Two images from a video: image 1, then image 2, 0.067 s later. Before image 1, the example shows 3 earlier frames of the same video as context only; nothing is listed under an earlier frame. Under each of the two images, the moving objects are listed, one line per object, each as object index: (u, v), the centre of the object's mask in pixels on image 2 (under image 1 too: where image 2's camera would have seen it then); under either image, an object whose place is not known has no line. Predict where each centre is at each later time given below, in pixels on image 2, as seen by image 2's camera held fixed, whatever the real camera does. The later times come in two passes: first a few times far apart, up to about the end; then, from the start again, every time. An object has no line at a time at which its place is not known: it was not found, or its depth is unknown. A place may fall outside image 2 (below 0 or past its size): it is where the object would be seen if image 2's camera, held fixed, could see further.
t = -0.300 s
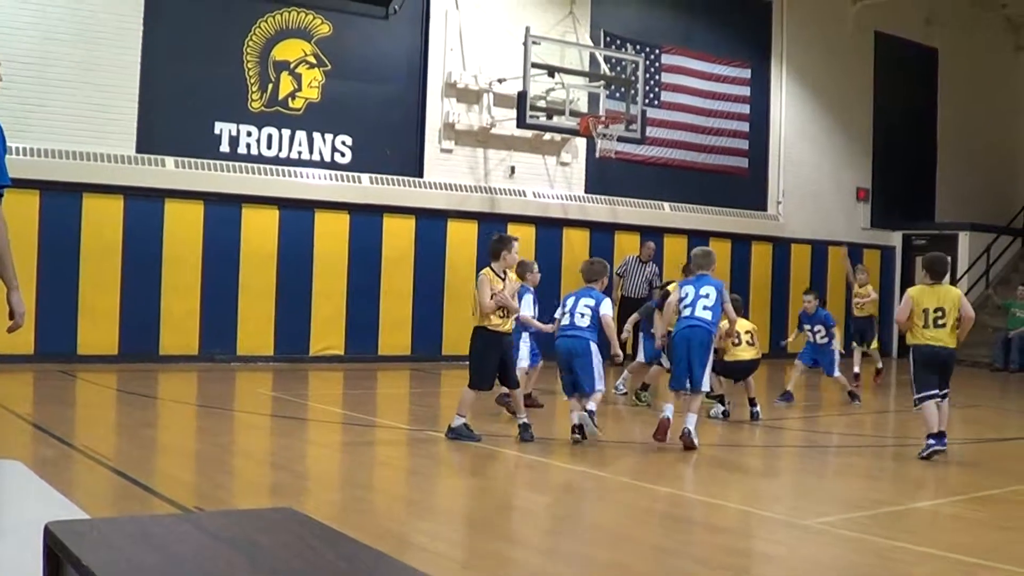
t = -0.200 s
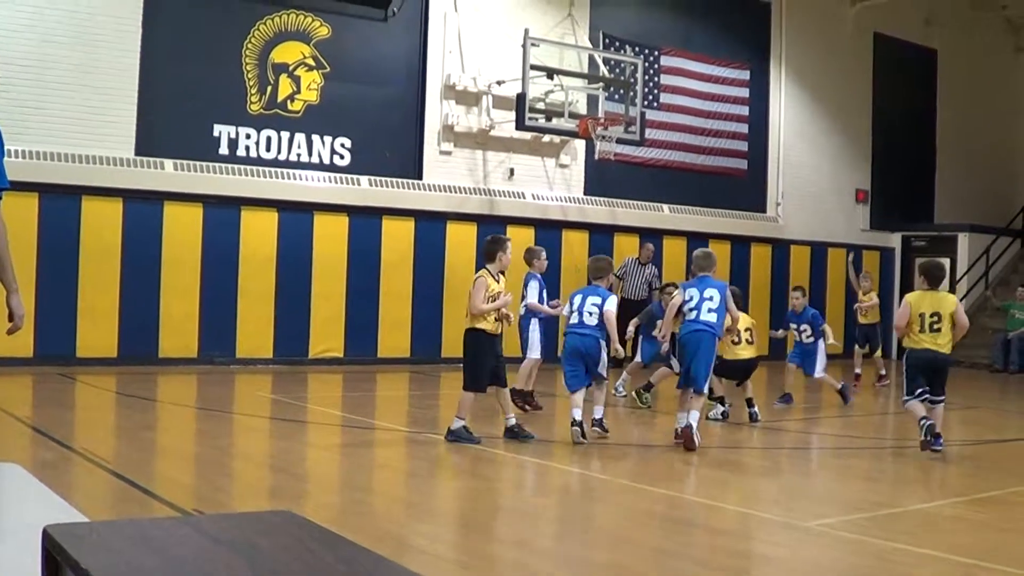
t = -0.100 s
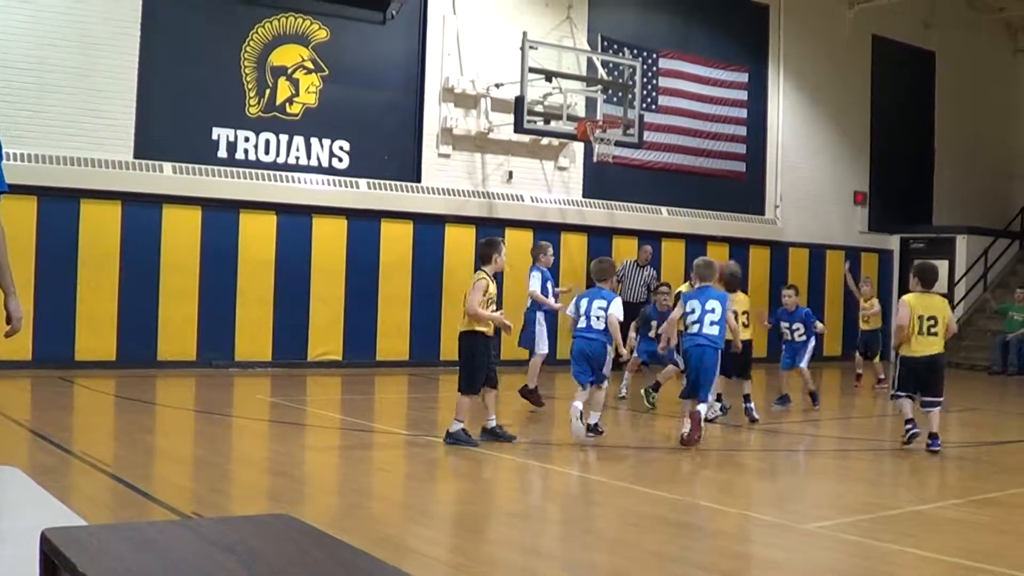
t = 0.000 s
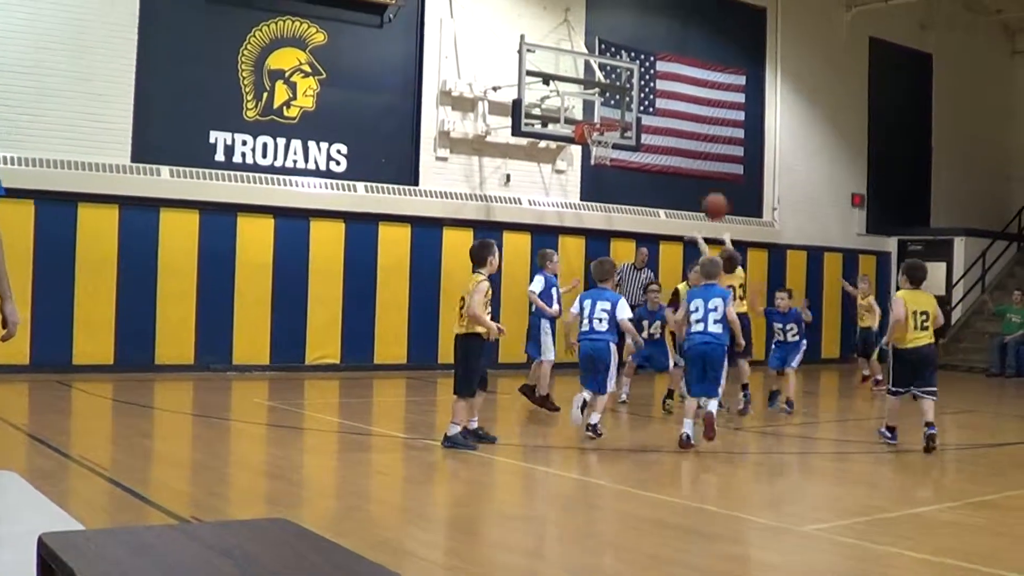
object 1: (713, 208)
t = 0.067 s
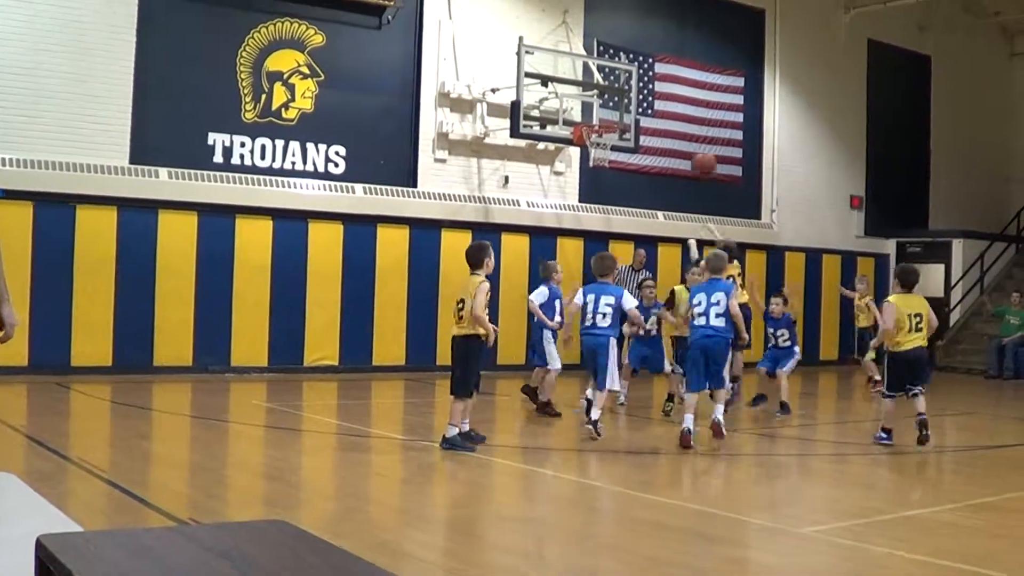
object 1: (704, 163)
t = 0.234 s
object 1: (680, 81)
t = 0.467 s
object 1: (650, 22)
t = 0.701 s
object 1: (623, 19)
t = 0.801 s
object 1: (610, 33)
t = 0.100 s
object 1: (699, 147)
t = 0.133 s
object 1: (695, 125)
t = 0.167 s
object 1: (690, 109)
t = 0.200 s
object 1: (685, 95)
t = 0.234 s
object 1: (680, 81)
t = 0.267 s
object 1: (676, 69)
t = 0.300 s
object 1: (671, 57)
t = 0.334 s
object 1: (667, 48)
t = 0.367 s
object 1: (663, 39)
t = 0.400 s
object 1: (658, 33)
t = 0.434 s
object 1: (654, 27)
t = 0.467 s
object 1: (650, 22)
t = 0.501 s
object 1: (646, 19)
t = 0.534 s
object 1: (642, 16)
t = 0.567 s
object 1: (638, 15)
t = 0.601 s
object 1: (634, 14)
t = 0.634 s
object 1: (630, 15)
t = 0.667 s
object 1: (626, 16)
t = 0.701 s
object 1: (623, 19)
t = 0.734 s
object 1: (618, 22)
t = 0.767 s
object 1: (614, 27)
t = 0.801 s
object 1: (610, 33)
